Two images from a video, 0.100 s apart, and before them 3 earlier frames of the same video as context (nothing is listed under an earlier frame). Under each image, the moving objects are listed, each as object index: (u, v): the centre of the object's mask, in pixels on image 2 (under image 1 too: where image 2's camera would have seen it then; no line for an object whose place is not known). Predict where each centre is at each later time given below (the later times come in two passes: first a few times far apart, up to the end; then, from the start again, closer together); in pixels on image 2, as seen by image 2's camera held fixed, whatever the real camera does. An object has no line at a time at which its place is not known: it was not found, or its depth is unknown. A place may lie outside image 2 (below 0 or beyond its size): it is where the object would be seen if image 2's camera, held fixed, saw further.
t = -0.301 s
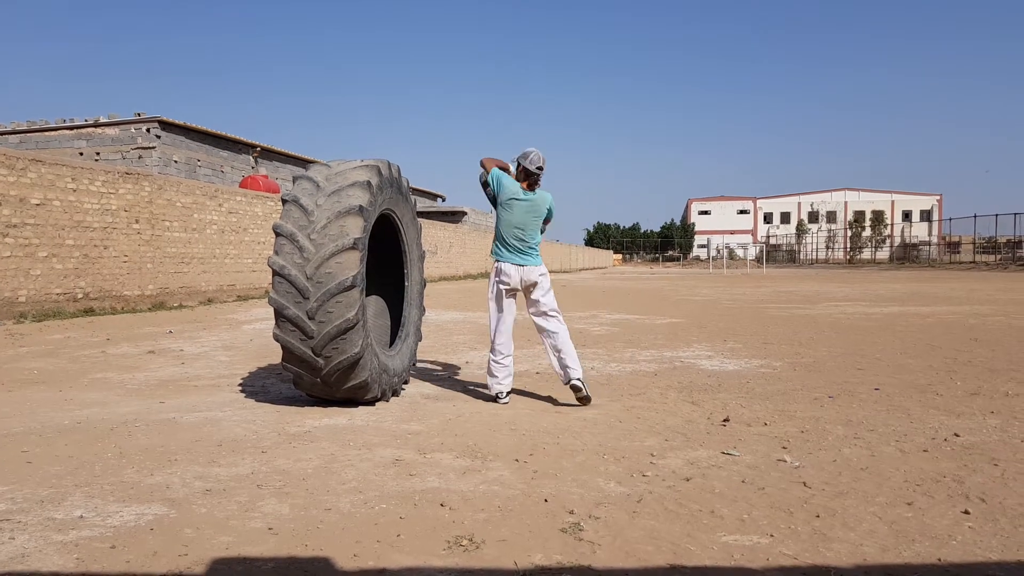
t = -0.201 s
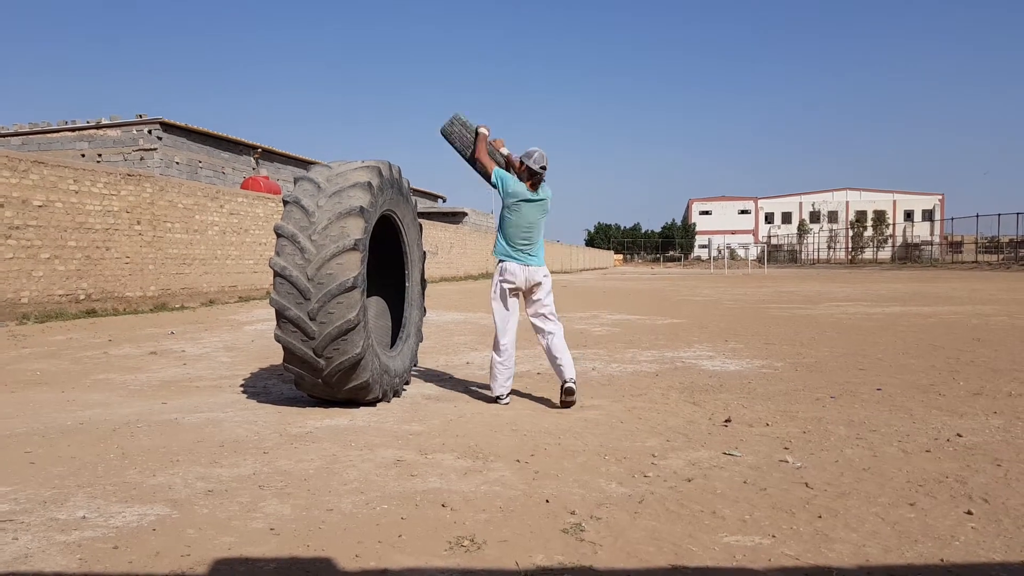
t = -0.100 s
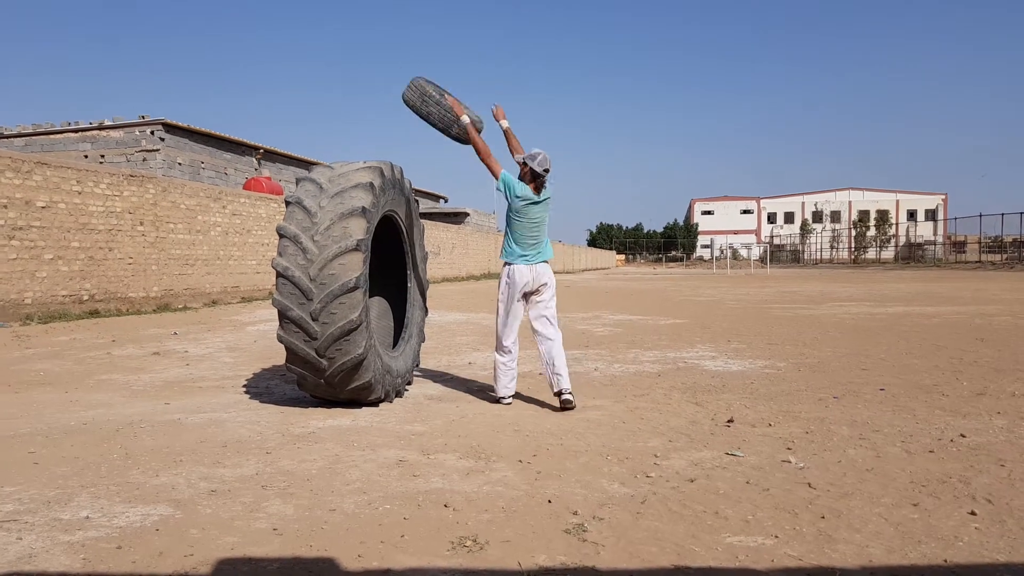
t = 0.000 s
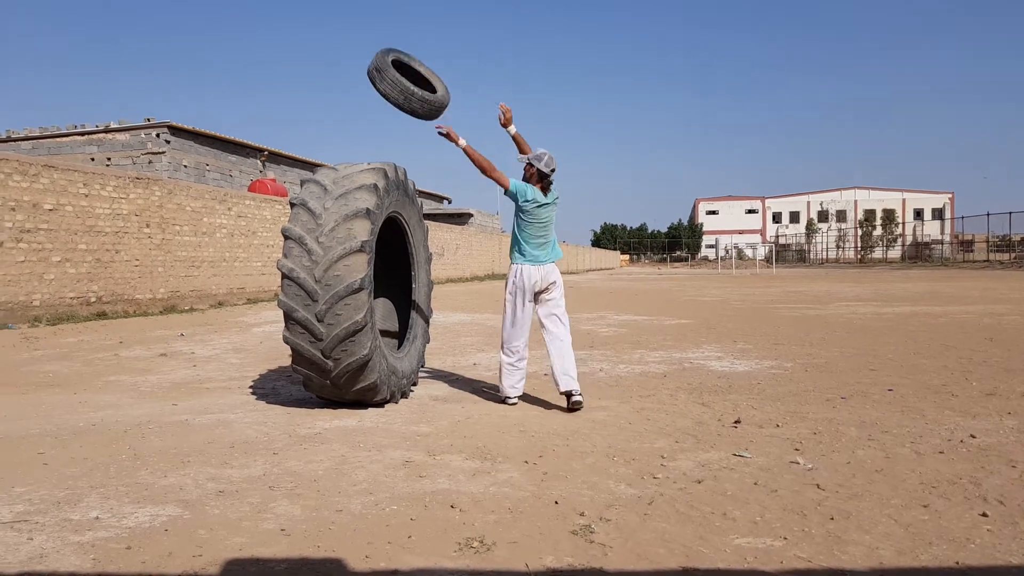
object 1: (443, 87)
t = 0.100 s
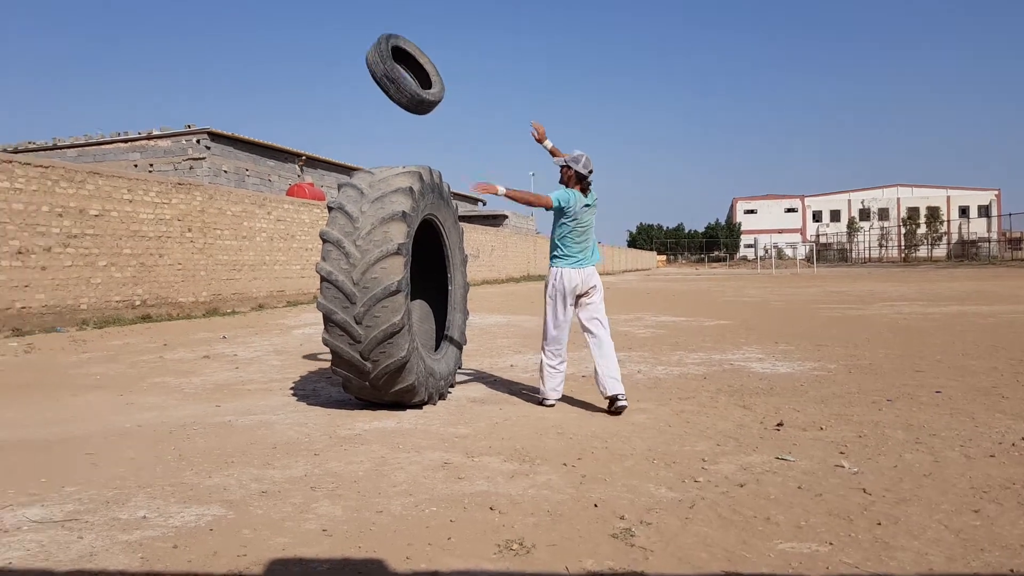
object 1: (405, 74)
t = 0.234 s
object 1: (364, 75)
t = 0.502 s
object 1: (277, 157)
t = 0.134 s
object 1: (396, 73)
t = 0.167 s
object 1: (387, 74)
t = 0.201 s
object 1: (375, 73)
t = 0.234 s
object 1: (364, 75)
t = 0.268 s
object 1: (352, 80)
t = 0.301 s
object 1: (340, 86)
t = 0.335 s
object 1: (328, 94)
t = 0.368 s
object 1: (317, 103)
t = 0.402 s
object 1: (309, 114)
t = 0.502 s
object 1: (277, 157)
